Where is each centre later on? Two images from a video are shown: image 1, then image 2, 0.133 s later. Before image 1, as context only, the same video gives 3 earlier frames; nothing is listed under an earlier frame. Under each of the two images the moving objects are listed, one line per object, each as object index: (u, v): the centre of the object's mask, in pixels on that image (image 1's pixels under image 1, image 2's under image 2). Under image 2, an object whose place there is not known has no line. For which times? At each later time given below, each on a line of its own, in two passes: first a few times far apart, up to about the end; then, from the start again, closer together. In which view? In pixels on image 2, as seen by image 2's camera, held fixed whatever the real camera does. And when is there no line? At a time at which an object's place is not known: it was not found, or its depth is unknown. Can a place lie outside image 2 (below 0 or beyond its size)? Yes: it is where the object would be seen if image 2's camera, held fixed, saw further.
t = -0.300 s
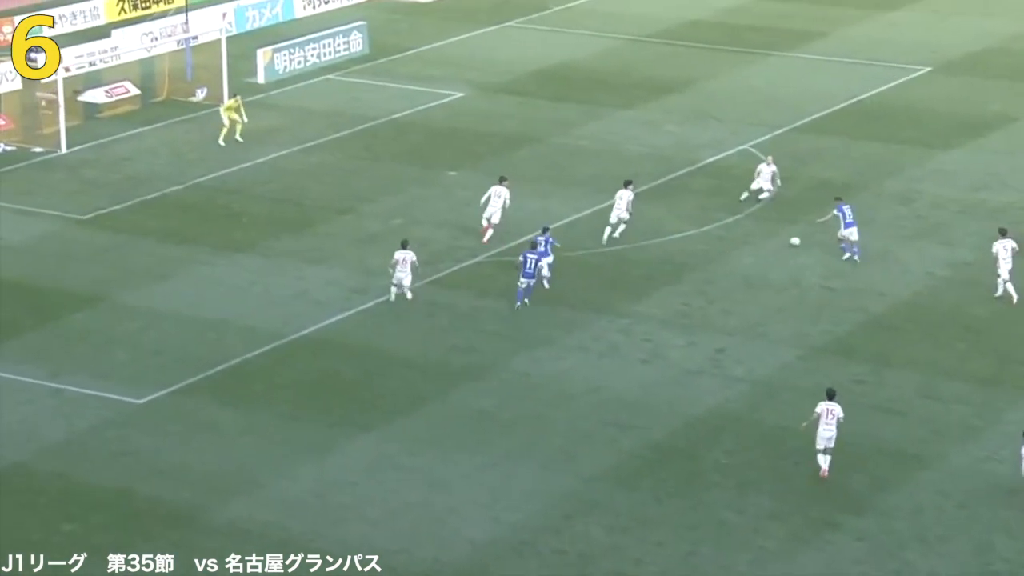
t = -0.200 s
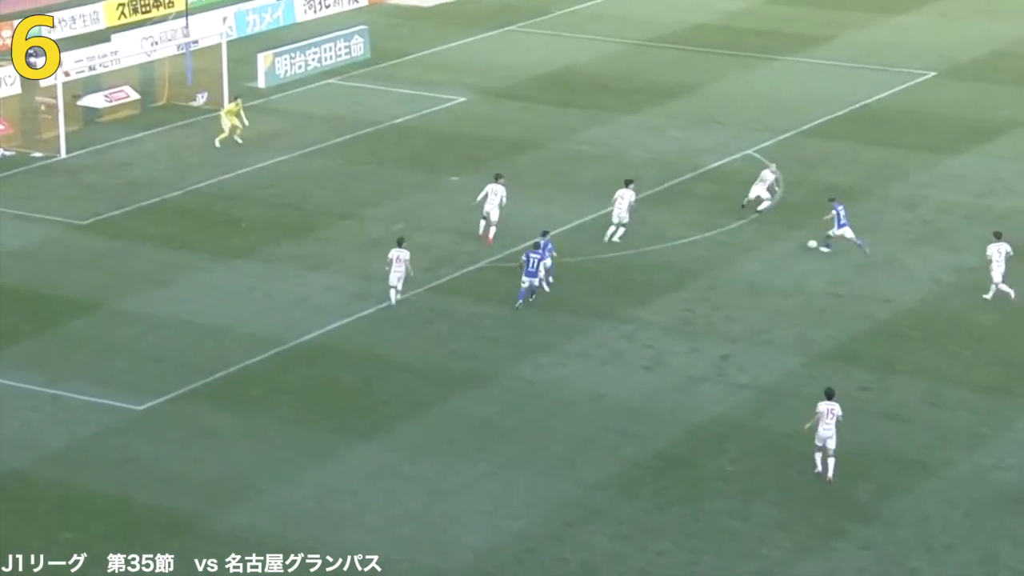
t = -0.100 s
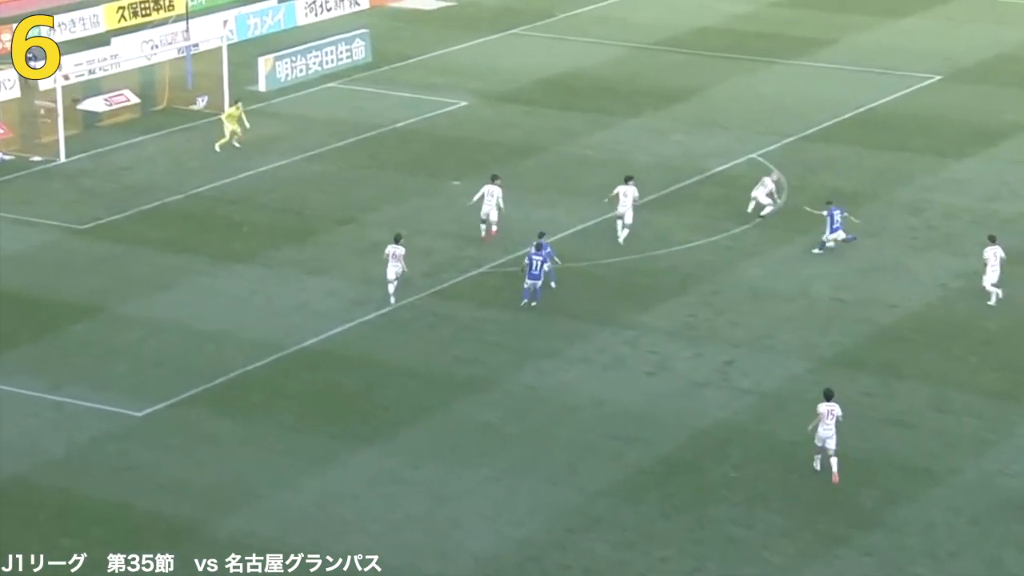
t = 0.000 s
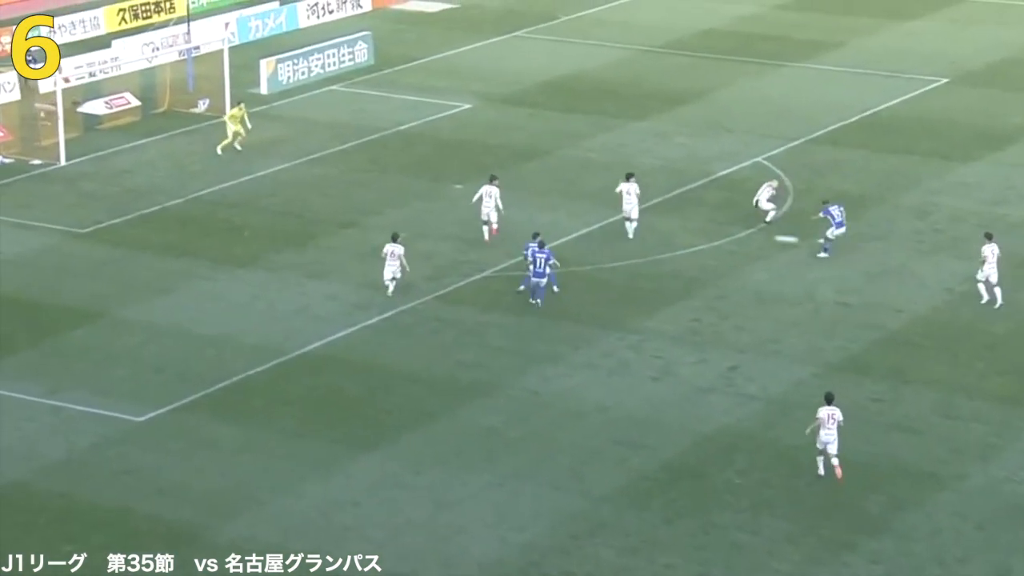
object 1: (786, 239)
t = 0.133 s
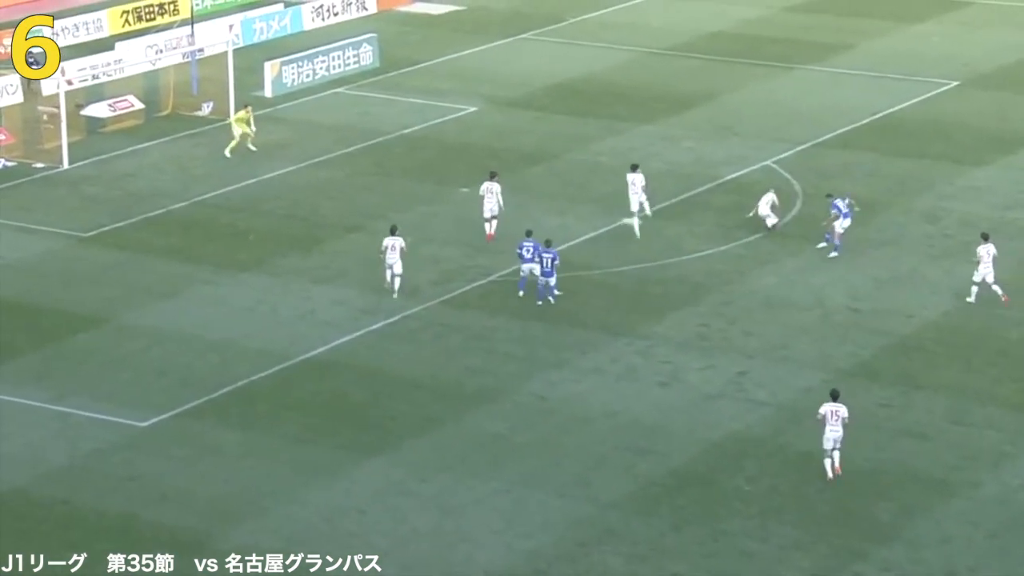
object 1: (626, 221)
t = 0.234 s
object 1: (522, 208)
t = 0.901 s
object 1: (2, 130)
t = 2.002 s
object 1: (58, 147)
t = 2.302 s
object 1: (67, 147)
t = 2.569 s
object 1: (68, 147)
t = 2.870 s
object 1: (69, 148)
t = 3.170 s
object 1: (68, 148)
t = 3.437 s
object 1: (68, 148)
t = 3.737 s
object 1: (68, 148)
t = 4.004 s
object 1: (69, 148)
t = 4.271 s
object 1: (69, 148)
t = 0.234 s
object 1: (522, 208)
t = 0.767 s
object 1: (69, 144)
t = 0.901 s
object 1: (2, 130)
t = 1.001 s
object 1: (4, 125)
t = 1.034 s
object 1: (6, 125)
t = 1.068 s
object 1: (8, 124)
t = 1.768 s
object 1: (54, 141)
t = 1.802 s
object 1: (55, 142)
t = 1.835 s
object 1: (55, 142)
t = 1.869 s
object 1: (56, 144)
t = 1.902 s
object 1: (57, 145)
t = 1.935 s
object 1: (58, 148)
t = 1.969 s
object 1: (58, 147)
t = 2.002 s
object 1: (58, 147)
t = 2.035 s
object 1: (58, 146)
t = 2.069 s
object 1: (59, 146)
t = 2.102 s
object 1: (64, 146)
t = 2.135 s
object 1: (65, 146)
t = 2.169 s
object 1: (66, 147)
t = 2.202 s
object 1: (65, 148)
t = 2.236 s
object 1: (66, 147)
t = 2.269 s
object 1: (66, 147)
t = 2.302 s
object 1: (67, 147)
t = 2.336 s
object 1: (67, 147)
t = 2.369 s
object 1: (67, 147)
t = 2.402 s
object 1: (67, 148)
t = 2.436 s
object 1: (68, 147)
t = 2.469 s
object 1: (68, 147)
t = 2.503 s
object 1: (68, 147)
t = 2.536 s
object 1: (68, 148)
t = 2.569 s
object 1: (68, 147)
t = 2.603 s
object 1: (68, 148)
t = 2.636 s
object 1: (69, 148)
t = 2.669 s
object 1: (69, 148)
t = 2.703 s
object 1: (69, 148)
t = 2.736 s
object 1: (69, 148)
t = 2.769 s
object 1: (69, 148)
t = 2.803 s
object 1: (69, 148)
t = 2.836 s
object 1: (69, 148)
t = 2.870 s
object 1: (69, 148)
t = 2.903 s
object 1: (69, 148)
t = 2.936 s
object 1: (69, 148)
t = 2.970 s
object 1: (69, 148)
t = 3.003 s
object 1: (69, 148)
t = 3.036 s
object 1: (69, 148)
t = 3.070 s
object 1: (69, 148)
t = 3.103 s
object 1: (69, 148)
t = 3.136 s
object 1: (69, 148)
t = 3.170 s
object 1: (68, 148)
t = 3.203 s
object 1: (68, 148)
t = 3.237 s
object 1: (69, 148)
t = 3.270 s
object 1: (68, 148)
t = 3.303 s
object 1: (68, 148)
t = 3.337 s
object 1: (68, 148)
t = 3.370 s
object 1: (68, 148)
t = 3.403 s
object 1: (68, 148)
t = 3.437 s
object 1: (68, 148)
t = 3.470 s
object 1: (68, 148)
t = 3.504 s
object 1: (68, 148)
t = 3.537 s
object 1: (68, 148)
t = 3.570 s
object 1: (68, 148)
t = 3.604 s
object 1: (68, 148)
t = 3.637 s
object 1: (68, 148)
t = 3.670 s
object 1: (68, 148)
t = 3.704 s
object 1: (68, 148)
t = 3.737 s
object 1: (68, 148)
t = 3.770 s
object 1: (68, 148)
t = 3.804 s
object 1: (69, 148)
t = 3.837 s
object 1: (69, 149)
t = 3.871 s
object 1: (68, 149)
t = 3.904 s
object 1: (69, 148)
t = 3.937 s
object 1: (68, 148)
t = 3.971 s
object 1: (69, 148)
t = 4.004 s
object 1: (69, 148)
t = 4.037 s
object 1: (69, 148)
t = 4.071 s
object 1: (69, 148)
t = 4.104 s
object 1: (68, 148)
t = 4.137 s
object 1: (69, 148)
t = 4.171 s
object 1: (68, 148)
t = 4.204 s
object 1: (69, 148)
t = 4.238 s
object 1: (69, 148)
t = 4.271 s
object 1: (69, 148)
